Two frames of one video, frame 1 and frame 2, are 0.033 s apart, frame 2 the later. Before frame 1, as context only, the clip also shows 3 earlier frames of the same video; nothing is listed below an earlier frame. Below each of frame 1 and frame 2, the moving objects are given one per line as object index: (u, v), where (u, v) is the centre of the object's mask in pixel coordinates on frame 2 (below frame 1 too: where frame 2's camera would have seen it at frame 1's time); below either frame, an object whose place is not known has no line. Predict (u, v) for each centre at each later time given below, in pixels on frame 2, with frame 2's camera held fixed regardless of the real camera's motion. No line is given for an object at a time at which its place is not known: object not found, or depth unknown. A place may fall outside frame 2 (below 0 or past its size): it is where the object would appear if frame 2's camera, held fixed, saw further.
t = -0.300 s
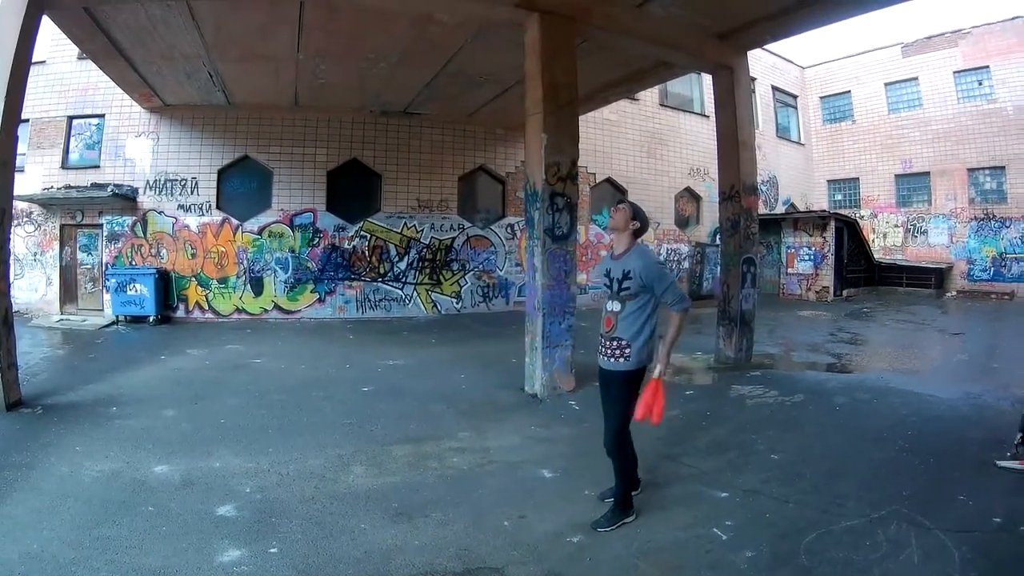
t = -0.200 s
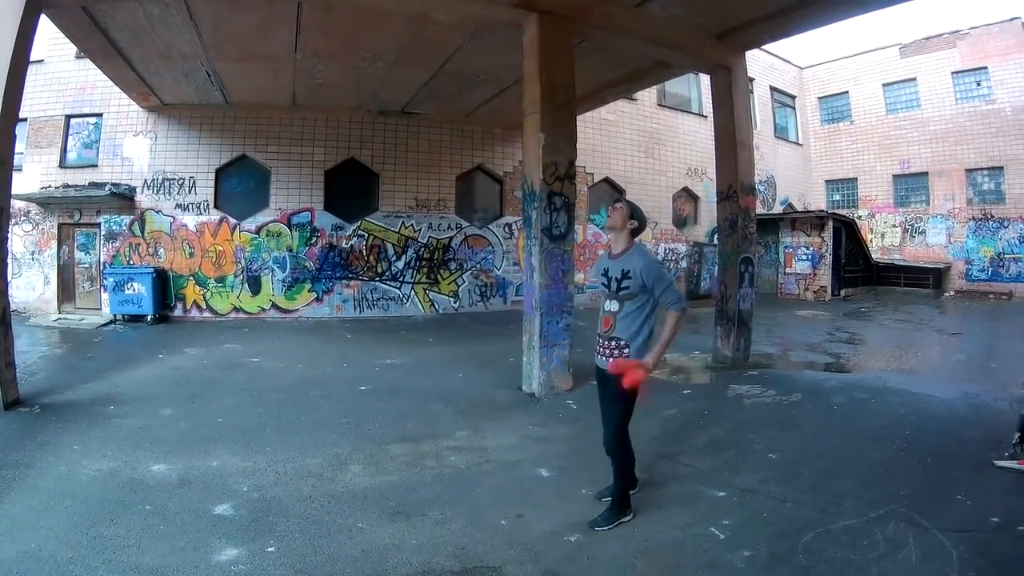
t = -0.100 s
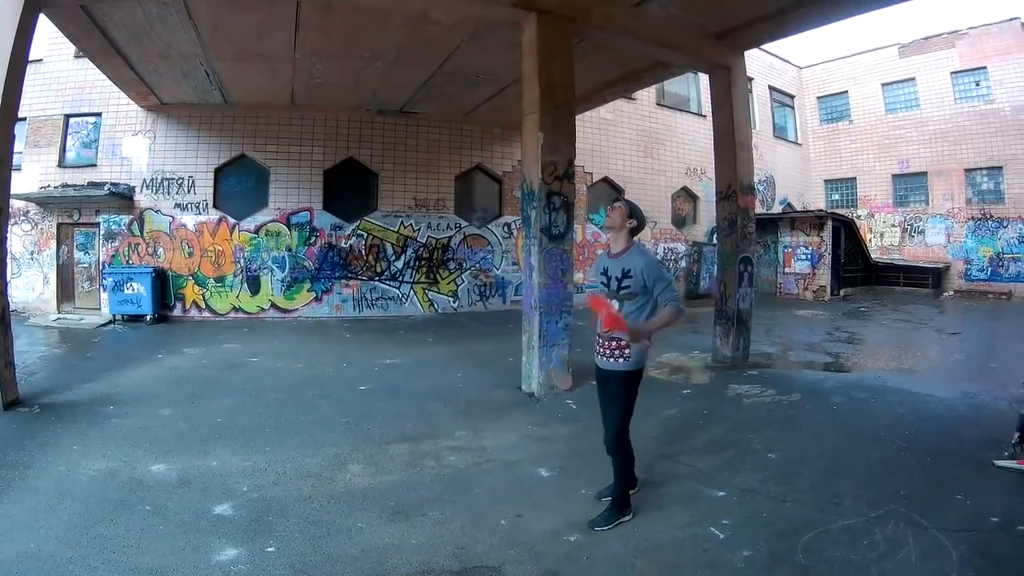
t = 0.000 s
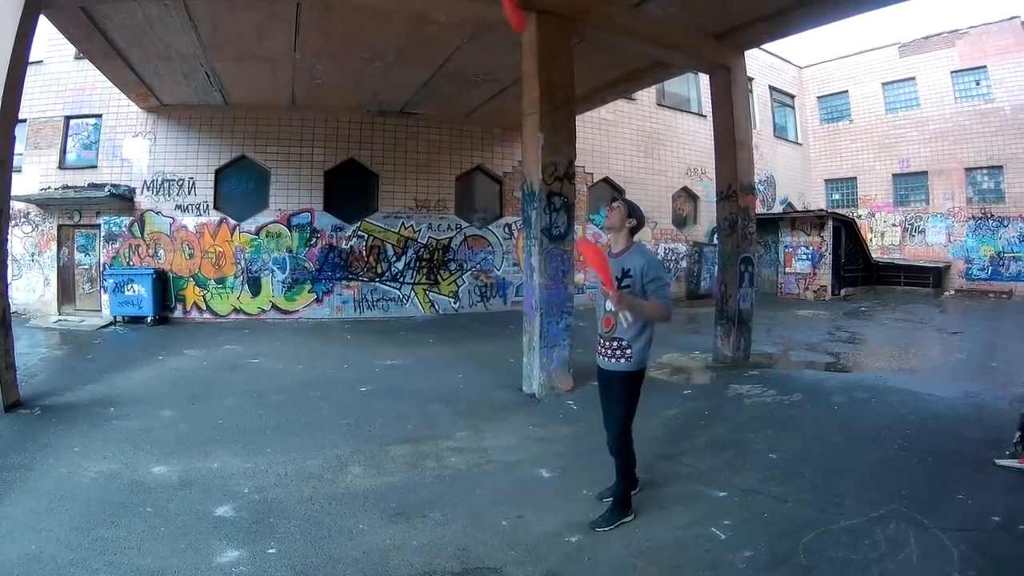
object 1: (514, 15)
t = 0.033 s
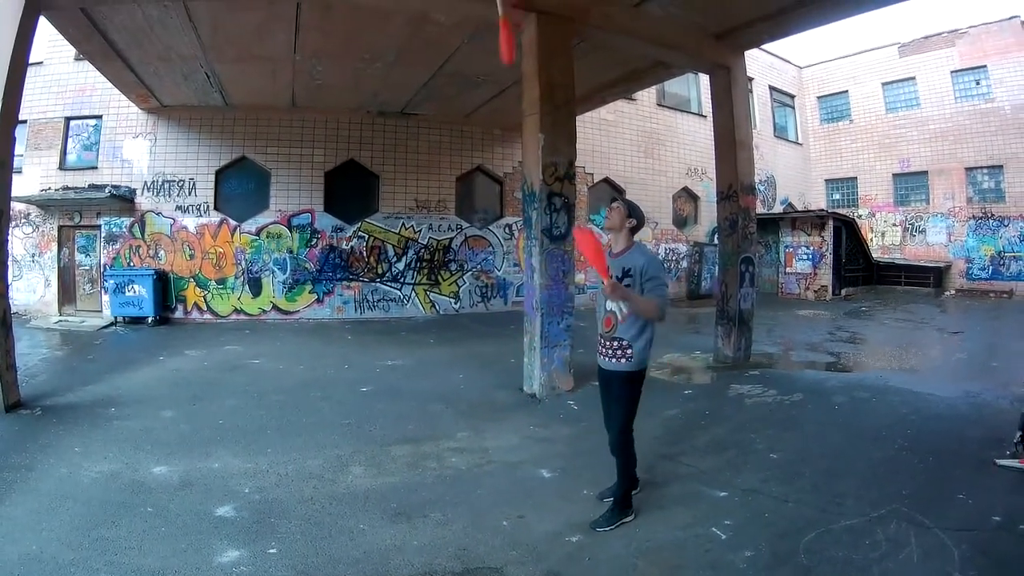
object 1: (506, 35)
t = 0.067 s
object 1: (502, 57)
